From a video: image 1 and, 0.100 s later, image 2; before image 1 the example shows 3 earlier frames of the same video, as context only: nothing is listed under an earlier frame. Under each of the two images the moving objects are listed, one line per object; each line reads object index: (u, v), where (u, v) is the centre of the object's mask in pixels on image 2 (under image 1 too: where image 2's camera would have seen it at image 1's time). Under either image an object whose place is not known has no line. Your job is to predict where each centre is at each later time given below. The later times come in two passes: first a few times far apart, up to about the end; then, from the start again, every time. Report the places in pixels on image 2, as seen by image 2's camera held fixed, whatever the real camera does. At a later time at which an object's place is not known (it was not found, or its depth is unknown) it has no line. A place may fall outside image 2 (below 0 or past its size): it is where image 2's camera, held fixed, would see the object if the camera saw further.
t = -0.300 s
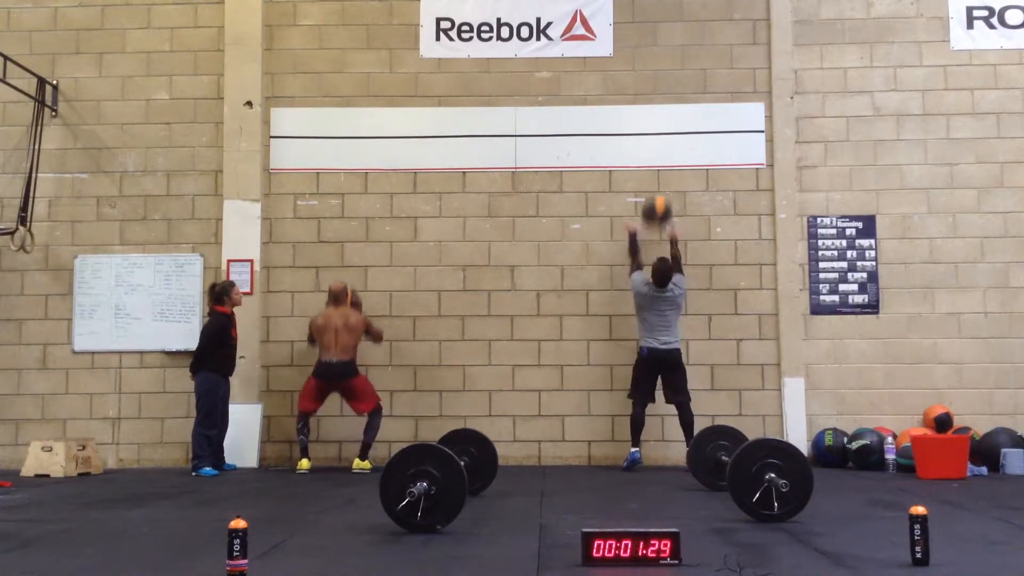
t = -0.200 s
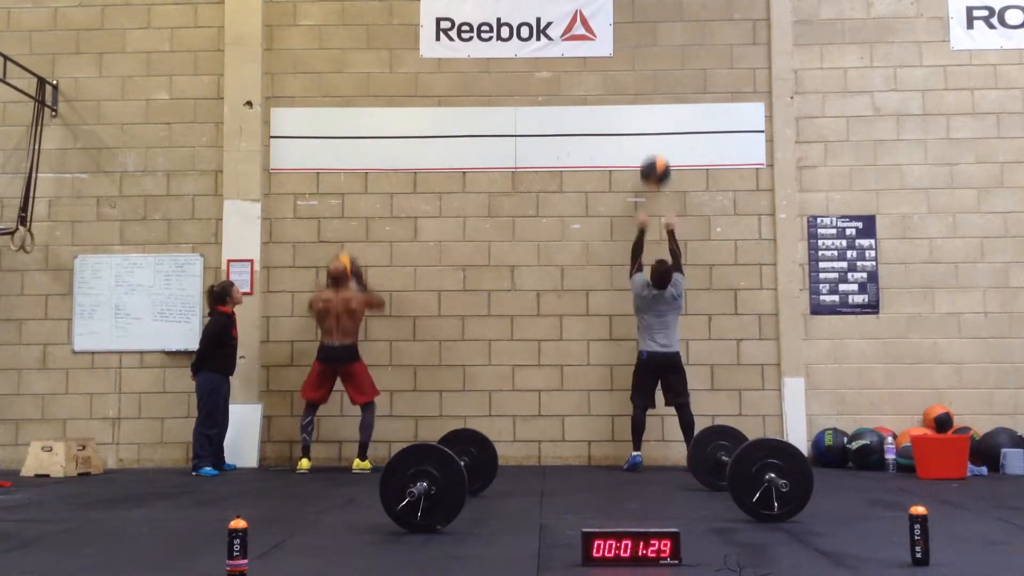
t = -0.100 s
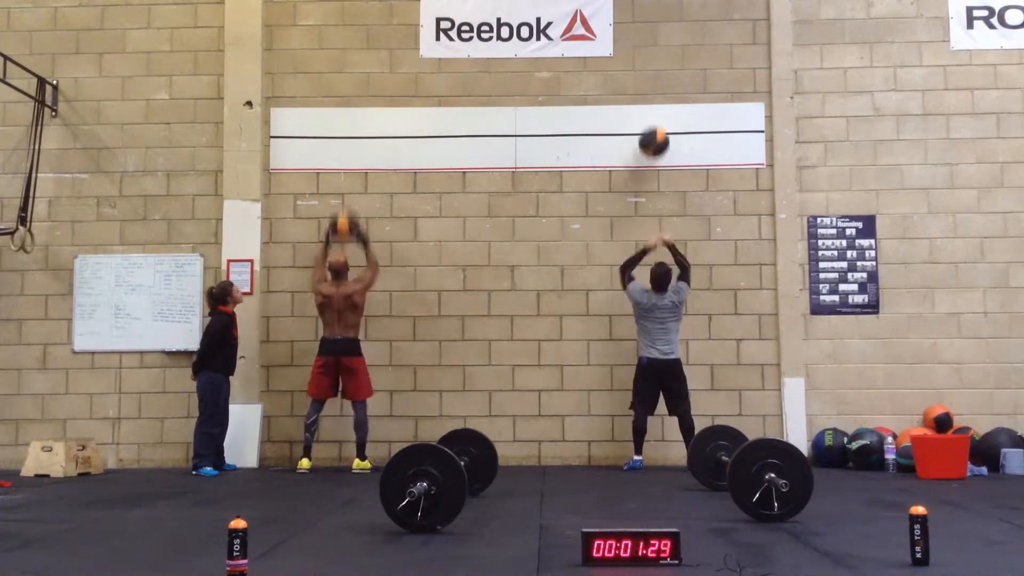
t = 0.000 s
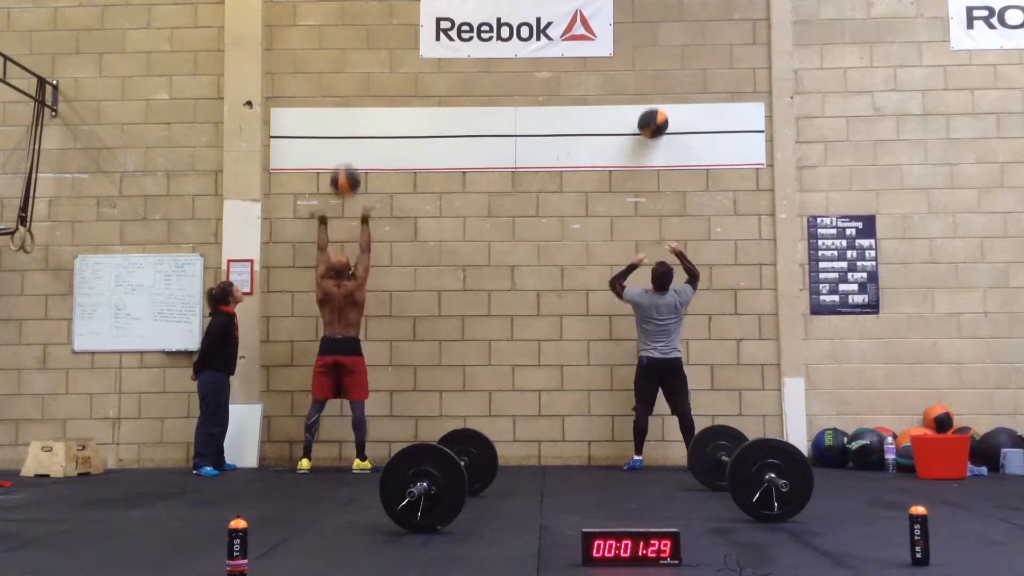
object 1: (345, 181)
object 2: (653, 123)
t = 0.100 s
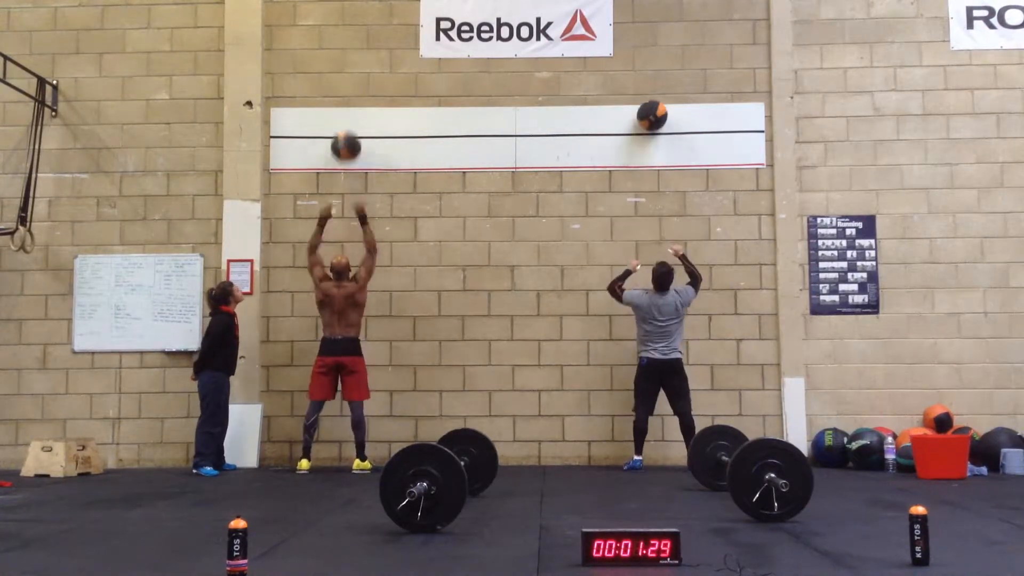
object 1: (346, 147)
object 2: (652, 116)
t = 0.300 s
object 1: (347, 111)
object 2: (653, 127)
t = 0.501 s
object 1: (344, 123)
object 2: (656, 182)
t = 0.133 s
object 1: (346, 137)
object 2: (652, 115)
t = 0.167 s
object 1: (346, 130)
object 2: (652, 115)
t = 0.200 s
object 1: (346, 123)
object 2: (652, 116)
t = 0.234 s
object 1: (346, 118)
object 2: (652, 119)
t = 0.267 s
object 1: (347, 114)
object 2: (653, 122)
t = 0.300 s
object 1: (347, 111)
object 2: (653, 127)
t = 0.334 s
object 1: (347, 110)
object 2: (654, 133)
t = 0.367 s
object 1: (346, 110)
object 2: (654, 140)
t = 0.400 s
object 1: (346, 111)
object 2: (654, 149)
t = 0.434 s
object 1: (346, 114)
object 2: (655, 157)
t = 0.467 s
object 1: (345, 118)
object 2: (655, 168)
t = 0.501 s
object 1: (344, 123)
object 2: (656, 182)
